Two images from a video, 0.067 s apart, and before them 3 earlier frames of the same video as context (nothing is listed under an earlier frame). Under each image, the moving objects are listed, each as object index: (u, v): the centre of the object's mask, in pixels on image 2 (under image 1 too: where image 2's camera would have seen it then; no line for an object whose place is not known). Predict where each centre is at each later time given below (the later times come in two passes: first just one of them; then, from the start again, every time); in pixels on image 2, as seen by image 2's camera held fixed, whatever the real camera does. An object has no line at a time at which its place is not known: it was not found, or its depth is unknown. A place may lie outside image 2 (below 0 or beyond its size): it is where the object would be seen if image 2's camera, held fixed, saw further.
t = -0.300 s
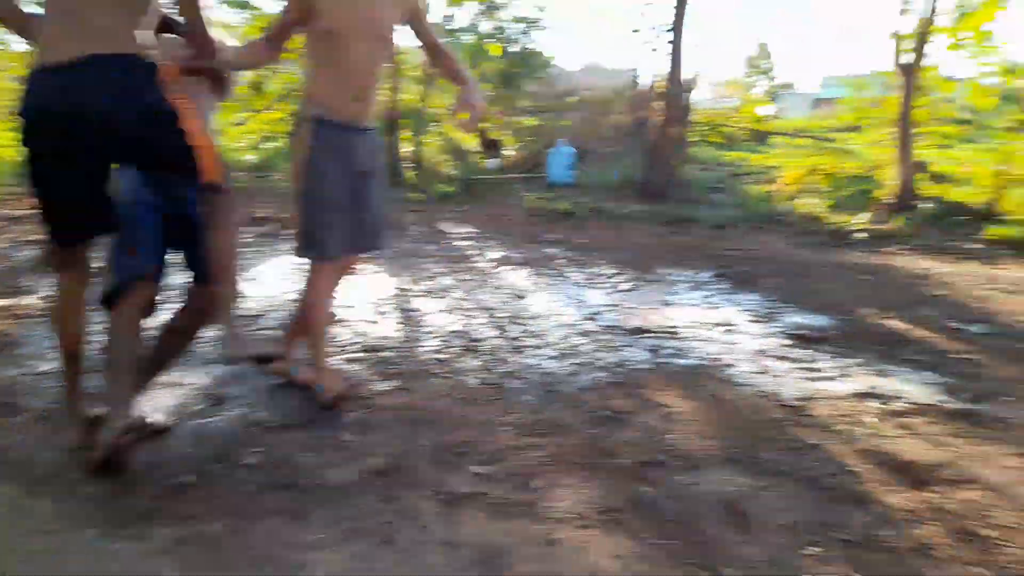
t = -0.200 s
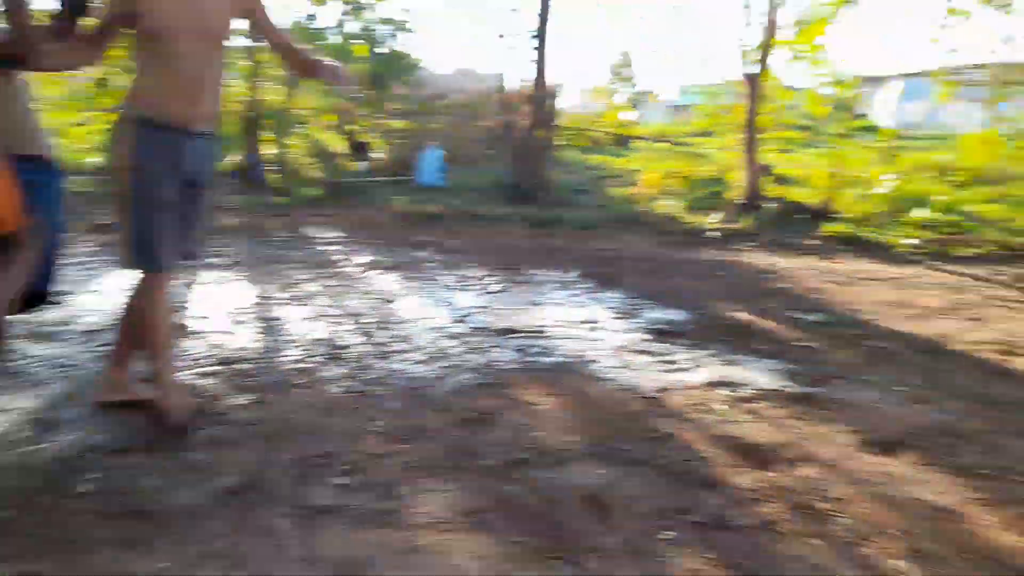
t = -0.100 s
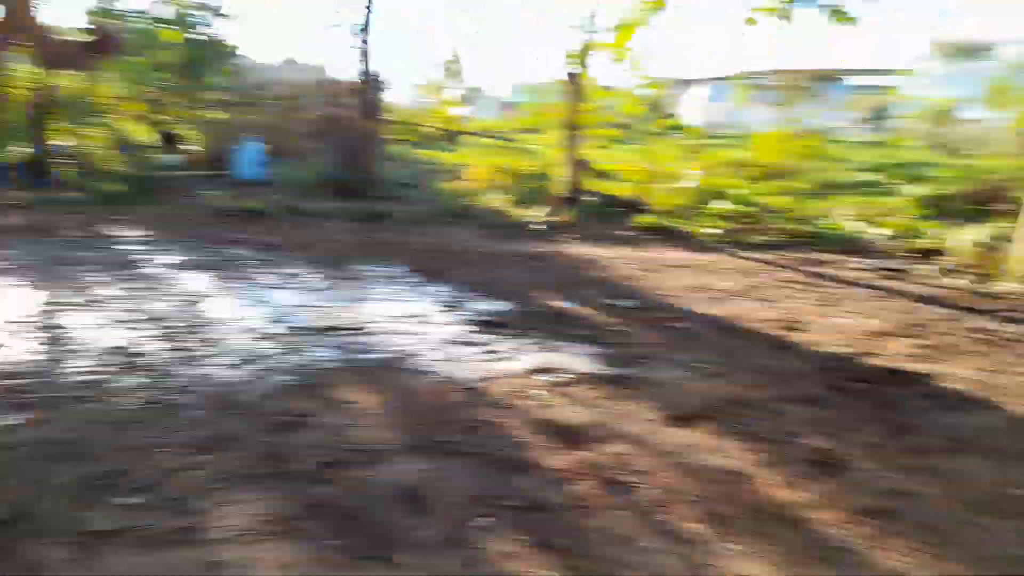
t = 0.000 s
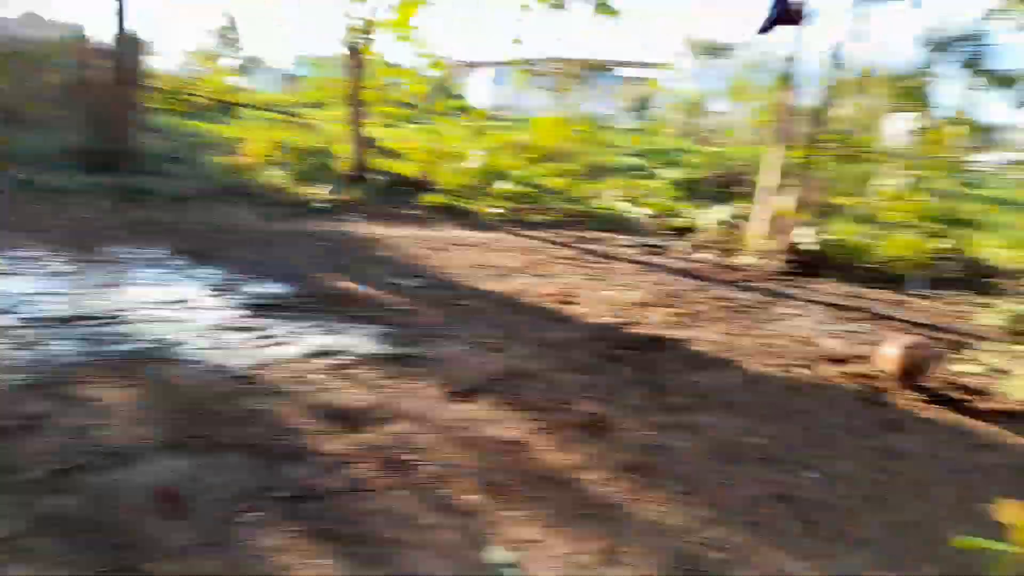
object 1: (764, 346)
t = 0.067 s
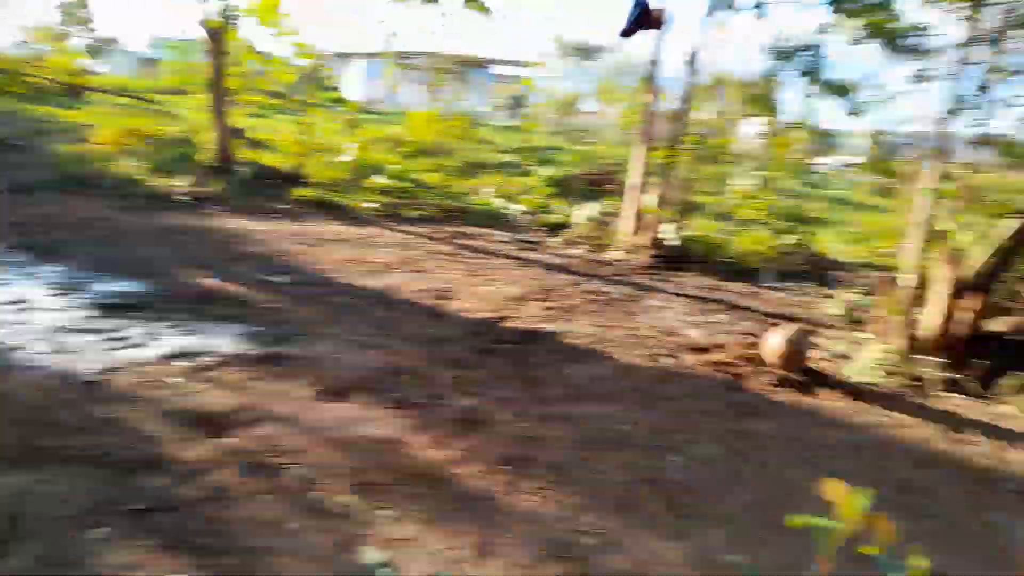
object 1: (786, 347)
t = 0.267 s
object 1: (841, 336)
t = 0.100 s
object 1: (795, 341)
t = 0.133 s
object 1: (803, 335)
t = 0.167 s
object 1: (814, 332)
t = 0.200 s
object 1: (824, 330)
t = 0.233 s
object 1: (832, 332)
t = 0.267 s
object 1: (841, 336)
